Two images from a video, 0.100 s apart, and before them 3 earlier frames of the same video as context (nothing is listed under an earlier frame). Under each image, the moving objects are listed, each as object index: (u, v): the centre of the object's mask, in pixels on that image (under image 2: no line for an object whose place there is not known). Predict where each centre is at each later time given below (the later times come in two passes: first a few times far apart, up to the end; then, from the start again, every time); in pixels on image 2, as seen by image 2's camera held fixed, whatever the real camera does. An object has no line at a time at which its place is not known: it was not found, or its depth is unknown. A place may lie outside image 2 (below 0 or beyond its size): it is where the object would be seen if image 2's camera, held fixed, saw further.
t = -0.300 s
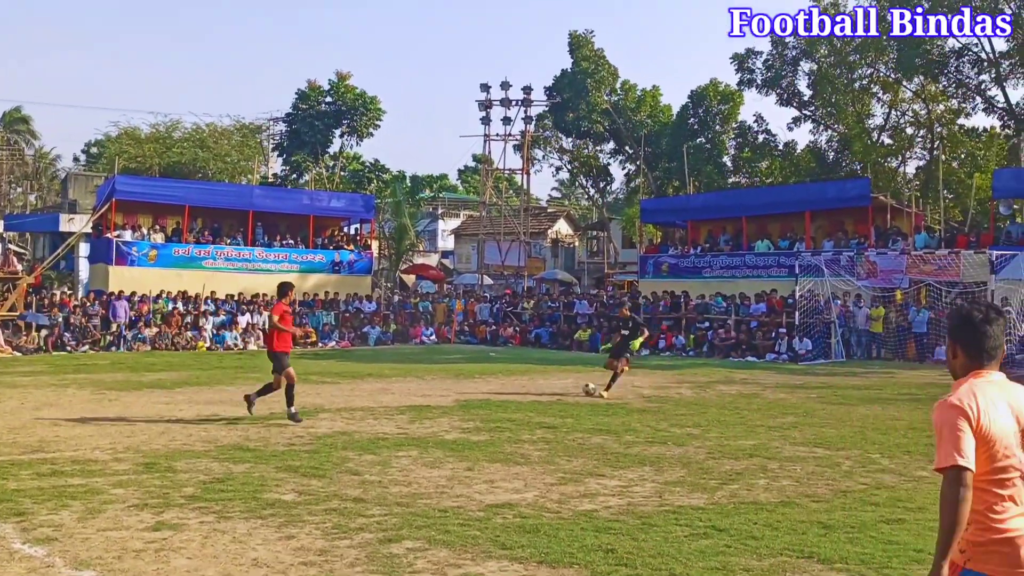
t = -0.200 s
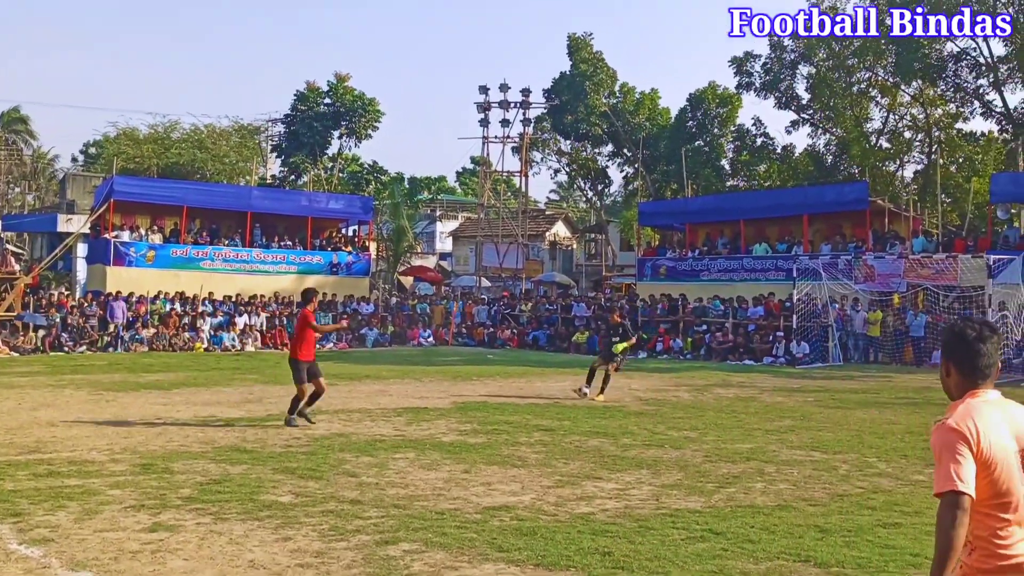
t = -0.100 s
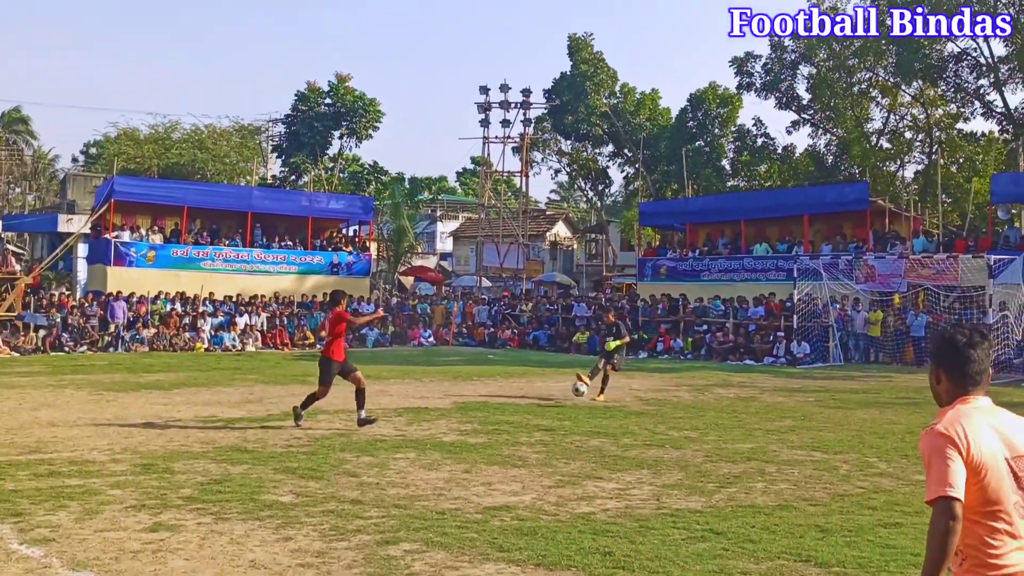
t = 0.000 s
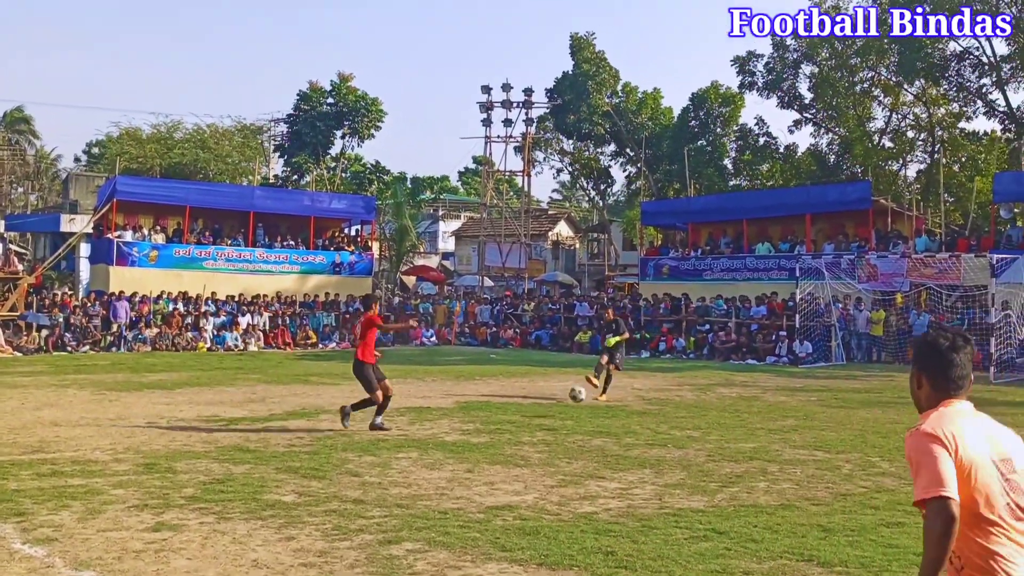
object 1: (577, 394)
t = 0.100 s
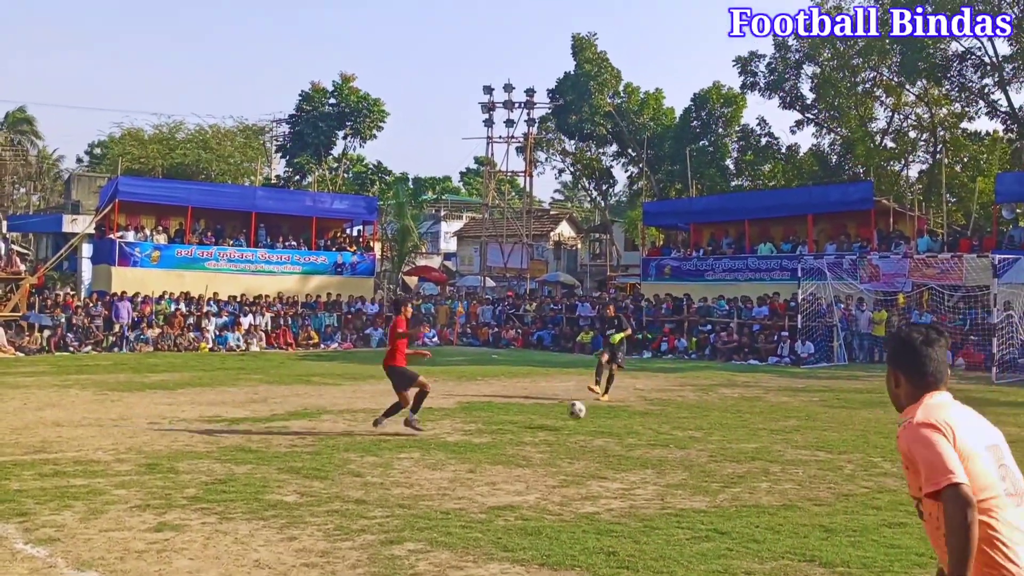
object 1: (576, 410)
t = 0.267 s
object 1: (576, 439)
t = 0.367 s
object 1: (578, 457)
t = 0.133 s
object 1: (575, 419)
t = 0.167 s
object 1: (576, 429)
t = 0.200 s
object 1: (575, 435)
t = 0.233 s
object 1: (575, 436)
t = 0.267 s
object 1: (576, 439)
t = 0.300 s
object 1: (577, 442)
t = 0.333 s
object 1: (578, 447)
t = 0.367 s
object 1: (578, 457)
